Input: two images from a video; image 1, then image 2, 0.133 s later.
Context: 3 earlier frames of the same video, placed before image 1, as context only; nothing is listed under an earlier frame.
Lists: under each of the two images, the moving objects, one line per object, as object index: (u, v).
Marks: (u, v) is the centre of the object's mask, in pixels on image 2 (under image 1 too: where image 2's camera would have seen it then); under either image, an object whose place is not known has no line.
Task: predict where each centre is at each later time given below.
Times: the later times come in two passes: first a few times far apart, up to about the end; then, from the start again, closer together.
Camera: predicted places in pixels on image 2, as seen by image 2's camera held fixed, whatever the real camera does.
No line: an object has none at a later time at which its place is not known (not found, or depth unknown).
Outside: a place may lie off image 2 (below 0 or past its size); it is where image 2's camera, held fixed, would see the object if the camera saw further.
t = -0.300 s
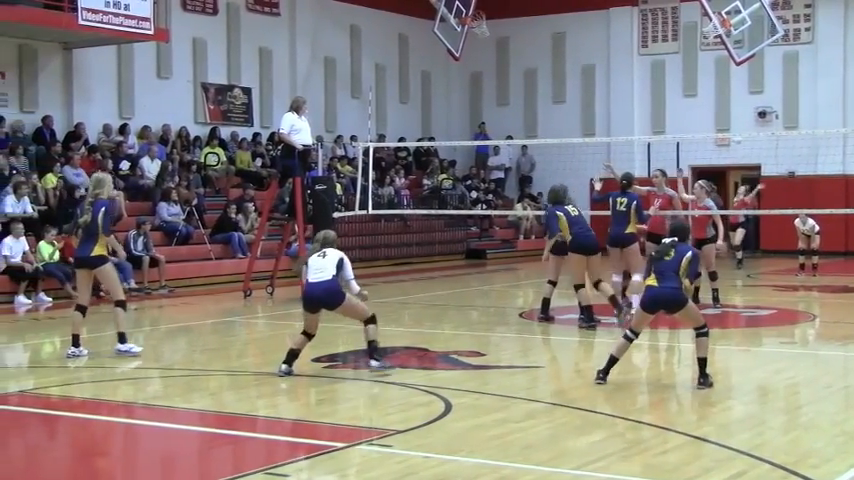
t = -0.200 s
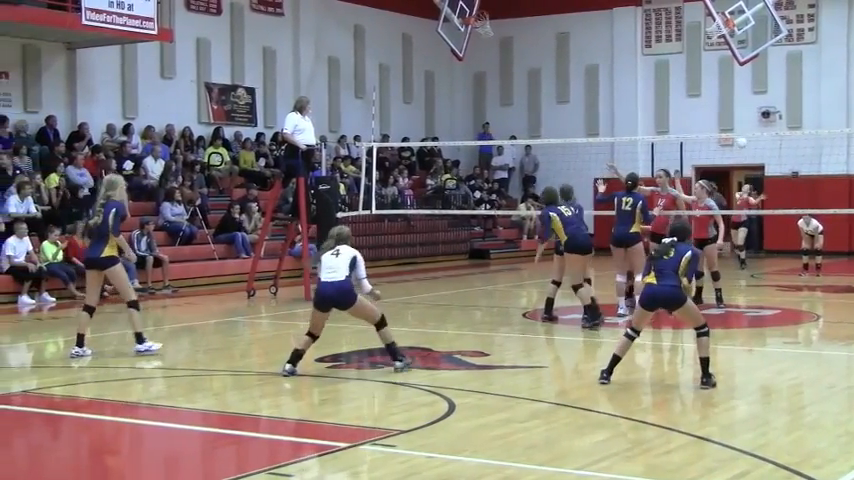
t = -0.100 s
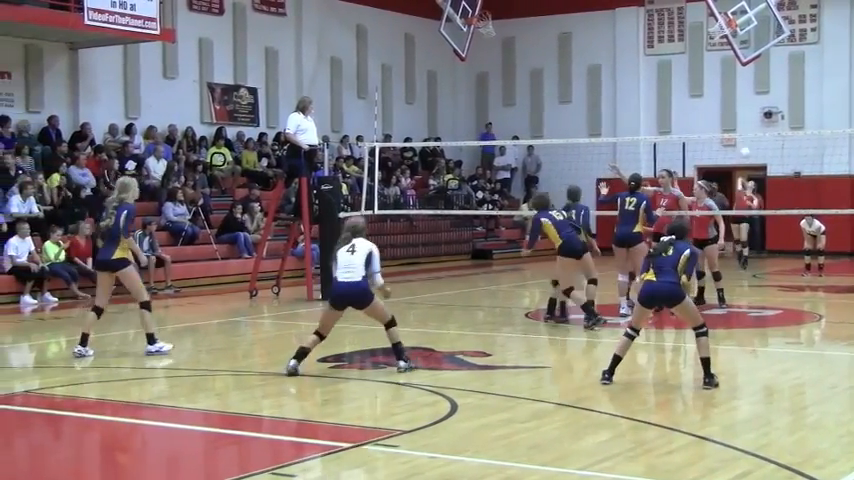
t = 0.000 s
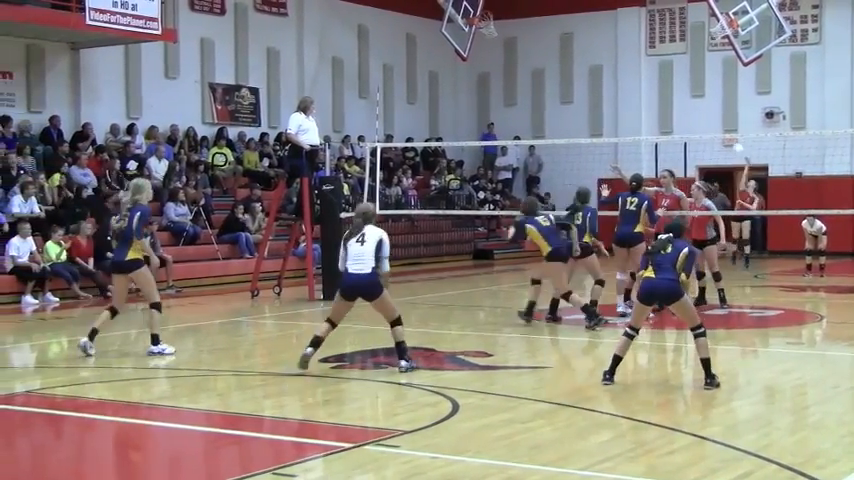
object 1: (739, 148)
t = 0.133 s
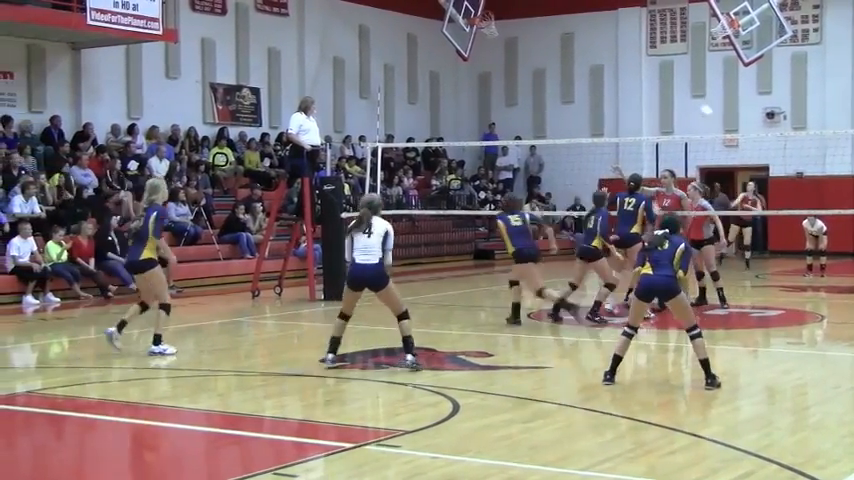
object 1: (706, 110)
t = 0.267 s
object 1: (668, 78)
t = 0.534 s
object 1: (585, 33)
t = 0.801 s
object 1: (491, 29)
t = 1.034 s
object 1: (391, 73)
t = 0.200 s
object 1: (688, 93)
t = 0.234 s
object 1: (678, 85)
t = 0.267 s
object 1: (668, 78)
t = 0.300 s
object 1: (659, 71)
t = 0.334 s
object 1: (649, 63)
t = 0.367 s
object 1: (638, 57)
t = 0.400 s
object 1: (627, 51)
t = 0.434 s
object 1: (616, 46)
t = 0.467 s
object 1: (607, 41)
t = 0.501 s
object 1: (595, 37)
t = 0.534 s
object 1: (585, 33)
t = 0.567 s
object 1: (573, 31)
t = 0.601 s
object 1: (562, 28)
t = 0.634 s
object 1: (550, 27)
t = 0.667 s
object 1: (539, 26)
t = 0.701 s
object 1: (527, 25)
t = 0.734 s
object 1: (515, 26)
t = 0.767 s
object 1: (504, 27)
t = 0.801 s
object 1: (491, 29)
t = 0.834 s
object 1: (478, 32)
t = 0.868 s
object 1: (464, 36)
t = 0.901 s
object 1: (451, 41)
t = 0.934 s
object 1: (437, 47)
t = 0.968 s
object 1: (421, 55)
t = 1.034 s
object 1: (391, 73)
